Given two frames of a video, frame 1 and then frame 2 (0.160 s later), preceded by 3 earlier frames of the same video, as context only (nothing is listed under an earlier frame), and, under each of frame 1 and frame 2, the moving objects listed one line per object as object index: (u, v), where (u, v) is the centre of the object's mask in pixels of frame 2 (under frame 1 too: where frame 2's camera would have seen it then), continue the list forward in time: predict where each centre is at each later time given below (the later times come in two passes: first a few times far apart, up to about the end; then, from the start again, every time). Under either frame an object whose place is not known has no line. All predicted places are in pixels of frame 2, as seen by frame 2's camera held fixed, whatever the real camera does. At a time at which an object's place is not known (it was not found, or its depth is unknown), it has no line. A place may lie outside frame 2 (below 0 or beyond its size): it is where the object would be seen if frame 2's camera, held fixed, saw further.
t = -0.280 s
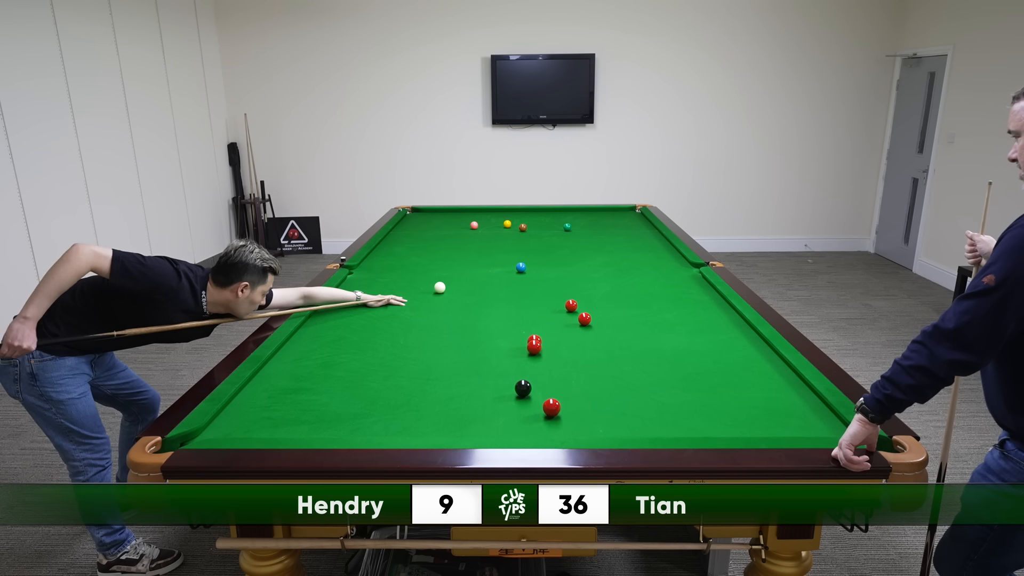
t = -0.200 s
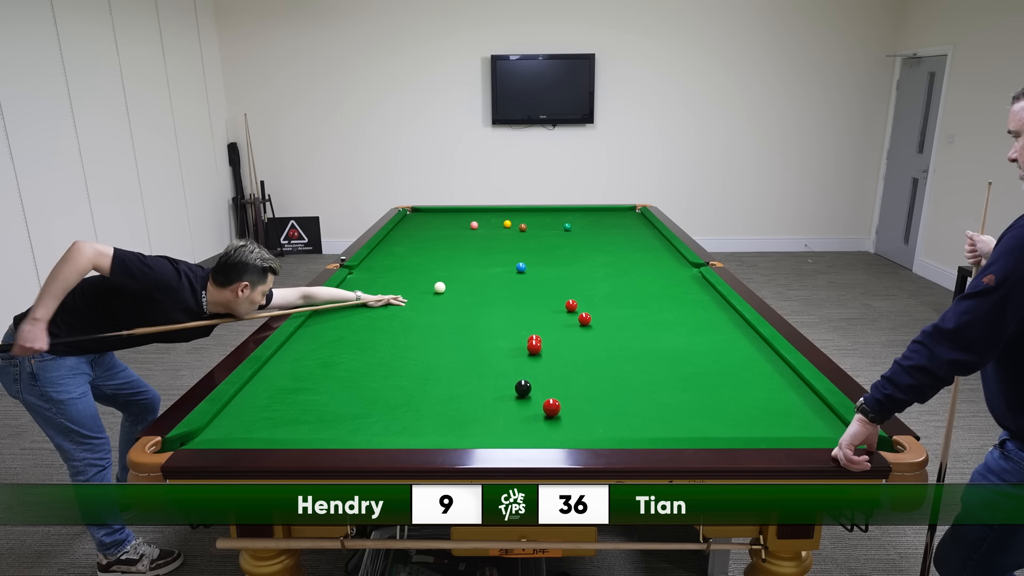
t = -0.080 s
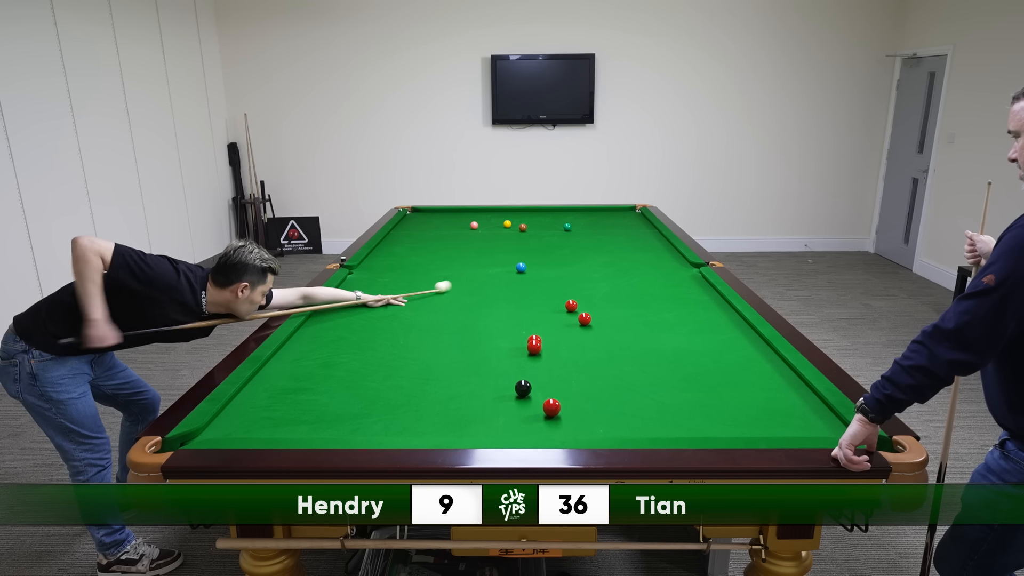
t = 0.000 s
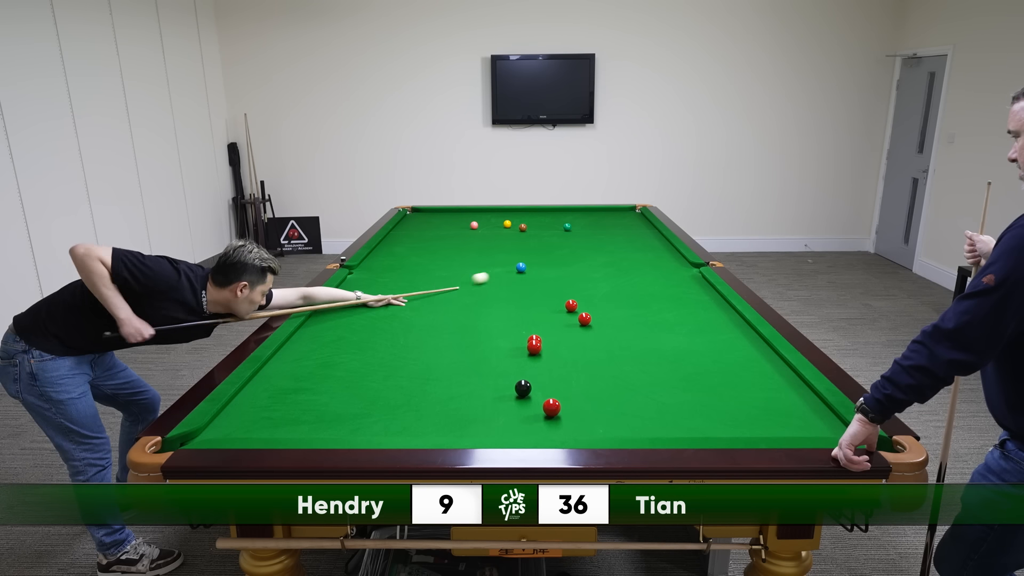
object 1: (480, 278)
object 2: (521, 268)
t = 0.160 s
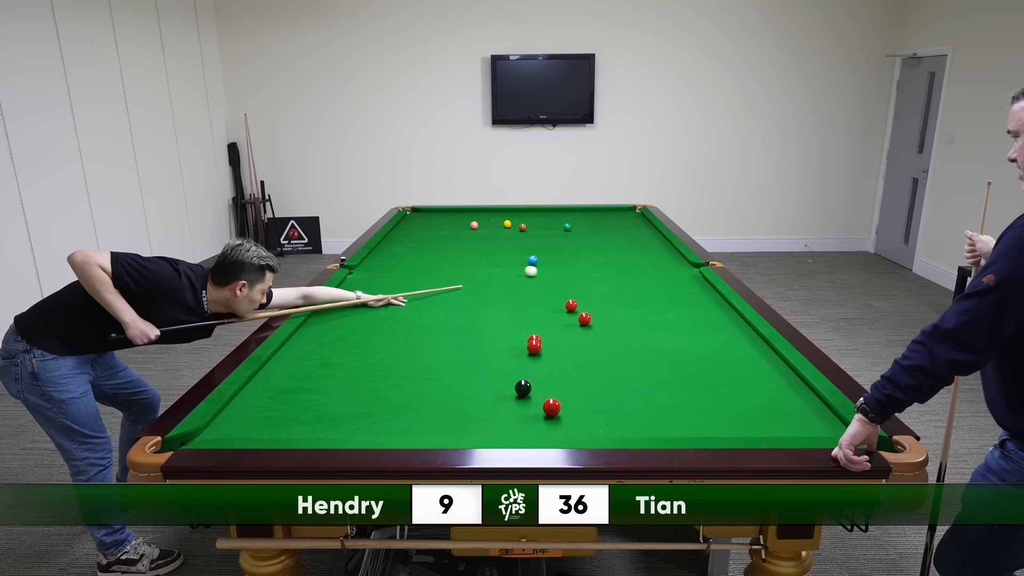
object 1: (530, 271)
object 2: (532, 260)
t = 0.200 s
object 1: (538, 272)
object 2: (538, 256)
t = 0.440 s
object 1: (570, 277)
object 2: (566, 241)
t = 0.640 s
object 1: (592, 281)
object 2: (583, 231)
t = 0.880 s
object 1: (619, 287)
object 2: (601, 220)
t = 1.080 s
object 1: (641, 291)
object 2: (613, 212)
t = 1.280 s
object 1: (665, 296)
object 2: (627, 211)
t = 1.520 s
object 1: (693, 302)
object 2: (638, 216)
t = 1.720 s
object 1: (717, 307)
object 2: (635, 220)
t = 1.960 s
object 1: (725, 314)
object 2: (631, 224)
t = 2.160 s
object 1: (719, 319)
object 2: (627, 228)
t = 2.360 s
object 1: (713, 326)
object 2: (623, 231)
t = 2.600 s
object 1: (706, 333)
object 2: (618, 236)
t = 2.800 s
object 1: (700, 339)
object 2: (614, 240)
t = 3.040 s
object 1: (692, 346)
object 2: (609, 245)
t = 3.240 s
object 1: (686, 353)
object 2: (605, 249)
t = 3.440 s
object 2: (600, 254)
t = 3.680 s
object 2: (594, 259)
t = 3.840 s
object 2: (590, 263)
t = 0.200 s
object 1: (538, 272)
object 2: (538, 256)
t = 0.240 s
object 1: (544, 273)
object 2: (544, 254)
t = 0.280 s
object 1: (550, 273)
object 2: (549, 250)
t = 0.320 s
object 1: (556, 274)
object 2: (554, 248)
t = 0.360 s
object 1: (561, 275)
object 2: (558, 245)
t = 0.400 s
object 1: (566, 276)
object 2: (562, 243)
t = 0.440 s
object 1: (570, 277)
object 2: (566, 241)
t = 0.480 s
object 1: (574, 278)
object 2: (569, 239)
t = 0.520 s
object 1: (579, 279)
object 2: (573, 236)
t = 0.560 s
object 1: (583, 280)
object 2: (576, 234)
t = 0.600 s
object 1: (587, 281)
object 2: (580, 233)
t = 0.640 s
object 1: (592, 281)
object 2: (583, 231)
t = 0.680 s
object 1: (596, 282)
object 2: (586, 229)
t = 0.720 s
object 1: (601, 283)
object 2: (589, 227)
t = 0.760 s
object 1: (605, 284)
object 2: (592, 225)
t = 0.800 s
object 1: (610, 285)
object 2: (595, 223)
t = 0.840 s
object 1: (614, 286)
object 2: (598, 222)
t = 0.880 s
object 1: (619, 287)
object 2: (601, 220)
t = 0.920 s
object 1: (623, 288)
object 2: (603, 218)
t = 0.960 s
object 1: (628, 289)
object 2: (606, 217)
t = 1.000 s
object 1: (632, 290)
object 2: (608, 215)
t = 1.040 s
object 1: (637, 291)
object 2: (611, 214)
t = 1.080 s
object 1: (641, 291)
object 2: (613, 212)
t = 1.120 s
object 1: (646, 293)
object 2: (615, 211)
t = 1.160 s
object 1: (651, 293)
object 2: (618, 210)
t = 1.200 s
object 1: (655, 294)
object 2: (620, 209)
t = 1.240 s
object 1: (660, 295)
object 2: (623, 210)
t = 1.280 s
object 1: (665, 296)
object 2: (627, 211)
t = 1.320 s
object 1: (669, 297)
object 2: (630, 212)
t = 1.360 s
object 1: (674, 298)
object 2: (633, 213)
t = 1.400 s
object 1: (679, 299)
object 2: (637, 213)
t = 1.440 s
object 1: (683, 300)
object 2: (640, 214)
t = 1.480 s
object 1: (688, 301)
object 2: (640, 215)
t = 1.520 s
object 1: (693, 302)
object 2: (638, 216)
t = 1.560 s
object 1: (698, 303)
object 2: (638, 217)
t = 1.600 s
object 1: (703, 304)
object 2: (637, 217)
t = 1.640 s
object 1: (707, 305)
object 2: (636, 218)
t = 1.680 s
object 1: (712, 306)
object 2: (636, 219)
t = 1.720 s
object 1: (717, 307)
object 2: (635, 220)
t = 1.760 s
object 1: (722, 308)
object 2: (634, 220)
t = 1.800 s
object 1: (727, 309)
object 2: (633, 221)
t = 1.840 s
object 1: (730, 310)
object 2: (633, 222)
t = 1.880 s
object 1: (728, 311)
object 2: (632, 222)
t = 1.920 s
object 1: (726, 312)
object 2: (631, 223)
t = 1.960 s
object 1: (725, 314)
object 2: (631, 224)
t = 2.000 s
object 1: (724, 315)
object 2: (630, 225)
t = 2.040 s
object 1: (723, 316)
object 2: (629, 225)
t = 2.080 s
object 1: (722, 317)
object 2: (628, 226)
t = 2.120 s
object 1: (720, 318)
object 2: (628, 227)
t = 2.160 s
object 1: (719, 319)
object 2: (627, 228)
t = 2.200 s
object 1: (718, 321)
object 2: (626, 228)
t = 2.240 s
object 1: (717, 322)
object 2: (625, 229)
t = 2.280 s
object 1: (716, 323)
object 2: (625, 230)
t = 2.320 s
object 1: (715, 324)
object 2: (624, 231)
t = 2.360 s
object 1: (713, 326)
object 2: (623, 231)
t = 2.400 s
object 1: (712, 327)
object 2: (622, 232)
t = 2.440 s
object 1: (711, 328)
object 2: (622, 233)
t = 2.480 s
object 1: (710, 329)
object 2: (621, 234)
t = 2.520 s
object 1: (708, 331)
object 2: (620, 234)
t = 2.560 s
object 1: (707, 332)
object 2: (619, 235)
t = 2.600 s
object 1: (706, 333)
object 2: (618, 236)
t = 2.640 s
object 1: (705, 334)
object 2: (617, 237)
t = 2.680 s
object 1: (704, 335)
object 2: (617, 238)
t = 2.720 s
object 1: (702, 337)
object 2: (616, 238)
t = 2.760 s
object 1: (701, 338)
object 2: (615, 239)
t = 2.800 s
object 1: (700, 339)
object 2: (614, 240)
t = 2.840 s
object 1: (699, 340)
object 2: (613, 241)
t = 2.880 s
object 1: (697, 341)
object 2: (612, 242)
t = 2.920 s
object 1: (696, 343)
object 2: (611, 243)
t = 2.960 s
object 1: (695, 344)
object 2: (611, 243)
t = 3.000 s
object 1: (694, 345)
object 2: (610, 244)
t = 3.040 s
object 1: (692, 346)
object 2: (609, 245)
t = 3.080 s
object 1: (691, 348)
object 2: (608, 246)
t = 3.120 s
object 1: (690, 349)
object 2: (607, 247)
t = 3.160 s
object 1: (689, 350)
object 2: (606, 248)
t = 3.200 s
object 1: (687, 351)
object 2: (605, 248)
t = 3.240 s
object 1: (686, 353)
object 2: (605, 249)
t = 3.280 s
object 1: (685, 354)
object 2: (604, 250)
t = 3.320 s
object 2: (603, 251)
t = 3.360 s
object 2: (602, 252)
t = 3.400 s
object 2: (601, 253)
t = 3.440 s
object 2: (600, 254)
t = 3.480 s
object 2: (599, 255)
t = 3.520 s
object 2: (598, 255)
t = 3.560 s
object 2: (597, 256)
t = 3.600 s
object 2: (596, 257)
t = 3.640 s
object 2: (595, 258)
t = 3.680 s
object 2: (594, 259)
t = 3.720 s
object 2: (593, 260)
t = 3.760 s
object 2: (592, 261)
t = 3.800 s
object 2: (591, 262)
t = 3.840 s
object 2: (590, 263)
